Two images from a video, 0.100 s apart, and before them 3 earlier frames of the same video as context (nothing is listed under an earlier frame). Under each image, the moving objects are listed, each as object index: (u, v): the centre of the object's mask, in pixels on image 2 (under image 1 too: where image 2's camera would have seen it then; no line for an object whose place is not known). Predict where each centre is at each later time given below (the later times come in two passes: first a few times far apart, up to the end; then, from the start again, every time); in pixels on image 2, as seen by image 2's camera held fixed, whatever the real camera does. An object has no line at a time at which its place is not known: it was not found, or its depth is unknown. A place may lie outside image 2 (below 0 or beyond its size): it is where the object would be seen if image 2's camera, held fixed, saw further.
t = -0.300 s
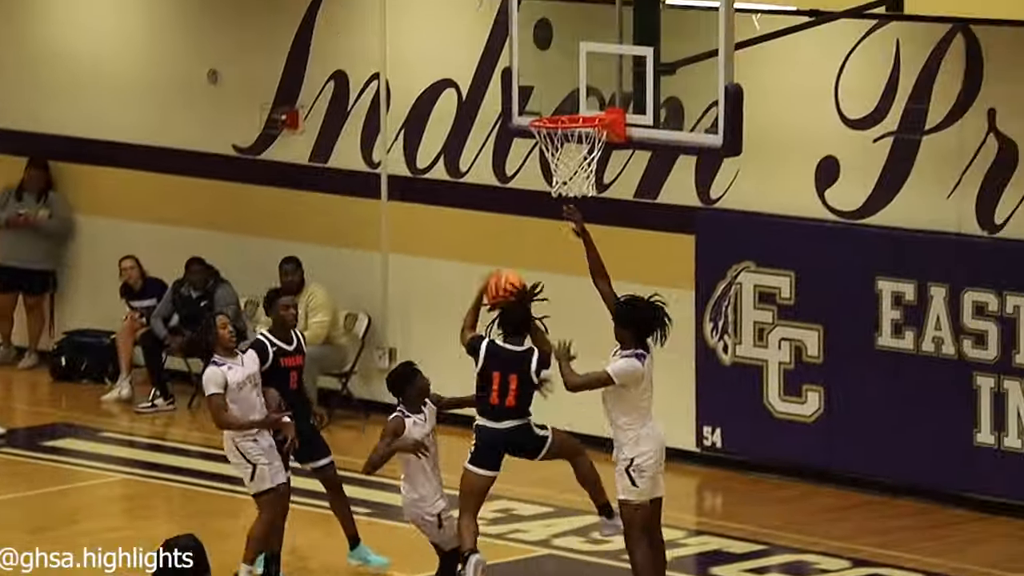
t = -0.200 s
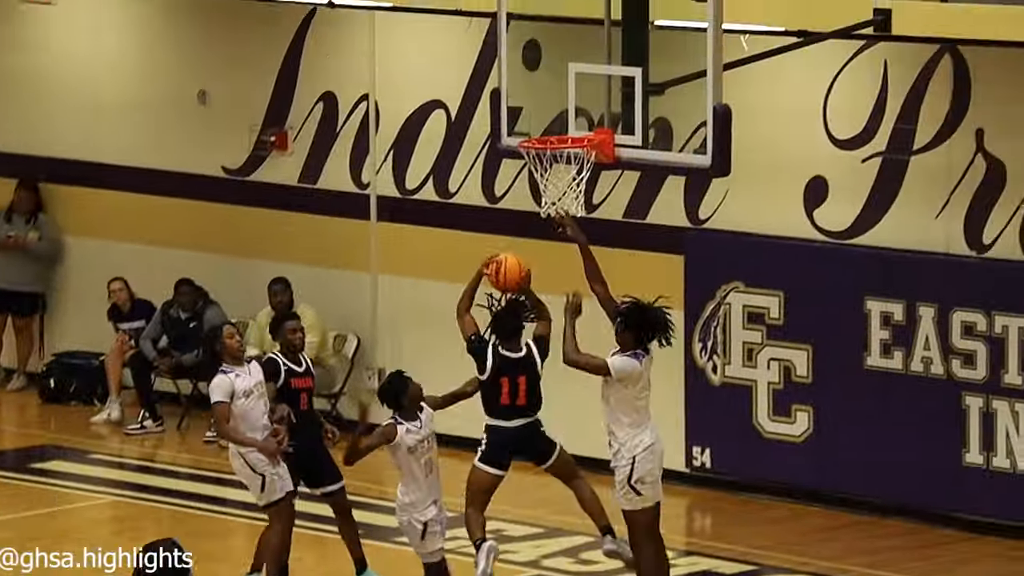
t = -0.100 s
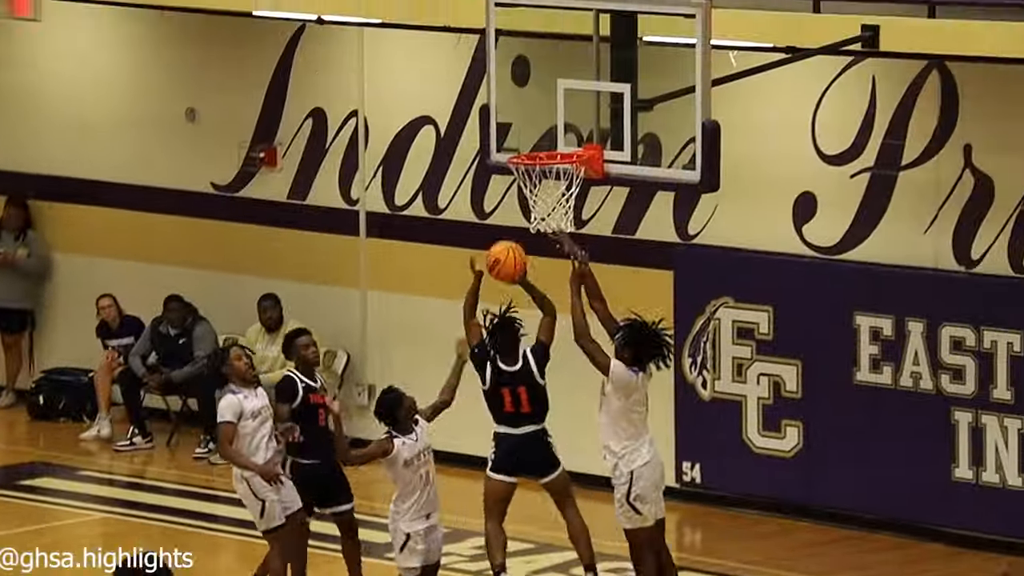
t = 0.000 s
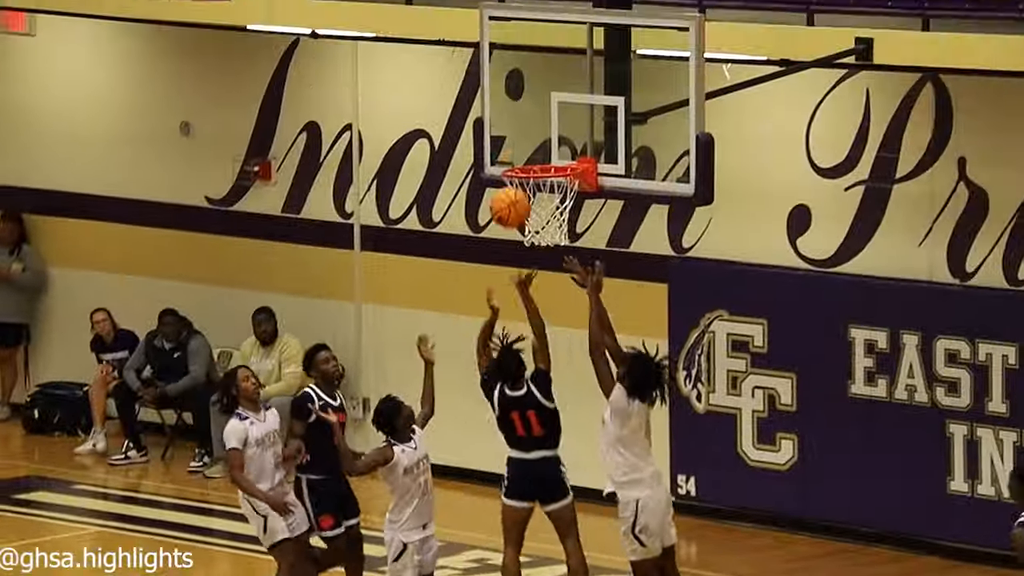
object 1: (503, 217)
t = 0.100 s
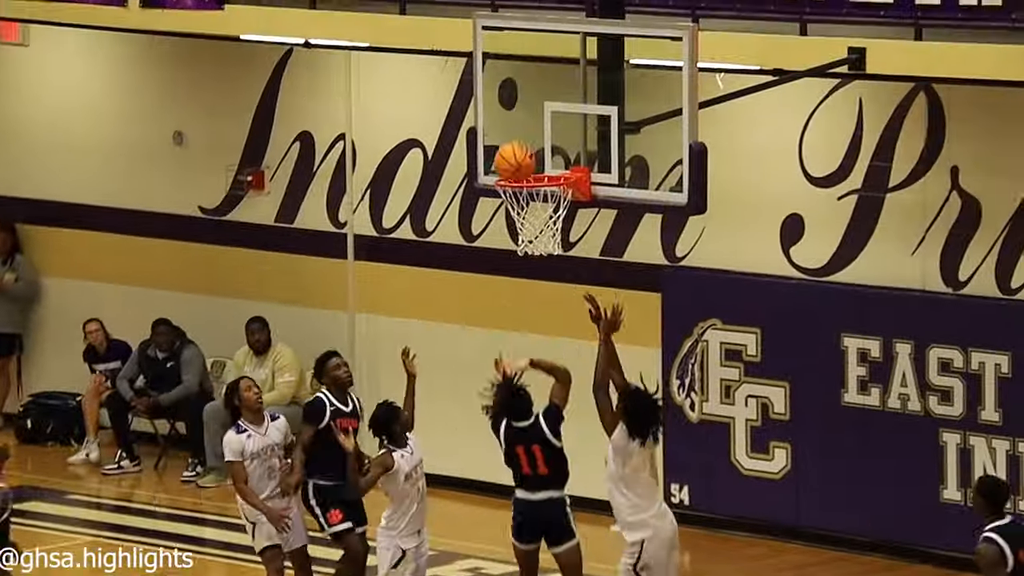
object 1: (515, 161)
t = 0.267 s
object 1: (534, 109)
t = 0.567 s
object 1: (569, 129)
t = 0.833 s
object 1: (583, 133)
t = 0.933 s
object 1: (574, 142)
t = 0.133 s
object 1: (519, 148)
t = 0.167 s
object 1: (522, 135)
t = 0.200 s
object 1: (526, 125)
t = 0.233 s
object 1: (530, 116)
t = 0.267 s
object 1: (534, 109)
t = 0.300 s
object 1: (538, 104)
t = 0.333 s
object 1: (541, 101)
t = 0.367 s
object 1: (545, 99)
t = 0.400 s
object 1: (549, 100)
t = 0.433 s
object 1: (553, 102)
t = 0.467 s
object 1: (557, 106)
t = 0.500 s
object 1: (562, 112)
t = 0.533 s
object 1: (566, 119)
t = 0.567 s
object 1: (569, 129)
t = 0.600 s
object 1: (573, 141)
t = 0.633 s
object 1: (578, 154)
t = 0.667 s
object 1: (581, 156)
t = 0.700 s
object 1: (588, 147)
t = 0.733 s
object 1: (590, 138)
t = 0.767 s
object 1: (587, 135)
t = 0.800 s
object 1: (585, 134)
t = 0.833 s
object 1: (583, 133)
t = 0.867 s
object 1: (579, 134)
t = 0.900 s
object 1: (577, 137)
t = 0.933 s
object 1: (574, 142)
